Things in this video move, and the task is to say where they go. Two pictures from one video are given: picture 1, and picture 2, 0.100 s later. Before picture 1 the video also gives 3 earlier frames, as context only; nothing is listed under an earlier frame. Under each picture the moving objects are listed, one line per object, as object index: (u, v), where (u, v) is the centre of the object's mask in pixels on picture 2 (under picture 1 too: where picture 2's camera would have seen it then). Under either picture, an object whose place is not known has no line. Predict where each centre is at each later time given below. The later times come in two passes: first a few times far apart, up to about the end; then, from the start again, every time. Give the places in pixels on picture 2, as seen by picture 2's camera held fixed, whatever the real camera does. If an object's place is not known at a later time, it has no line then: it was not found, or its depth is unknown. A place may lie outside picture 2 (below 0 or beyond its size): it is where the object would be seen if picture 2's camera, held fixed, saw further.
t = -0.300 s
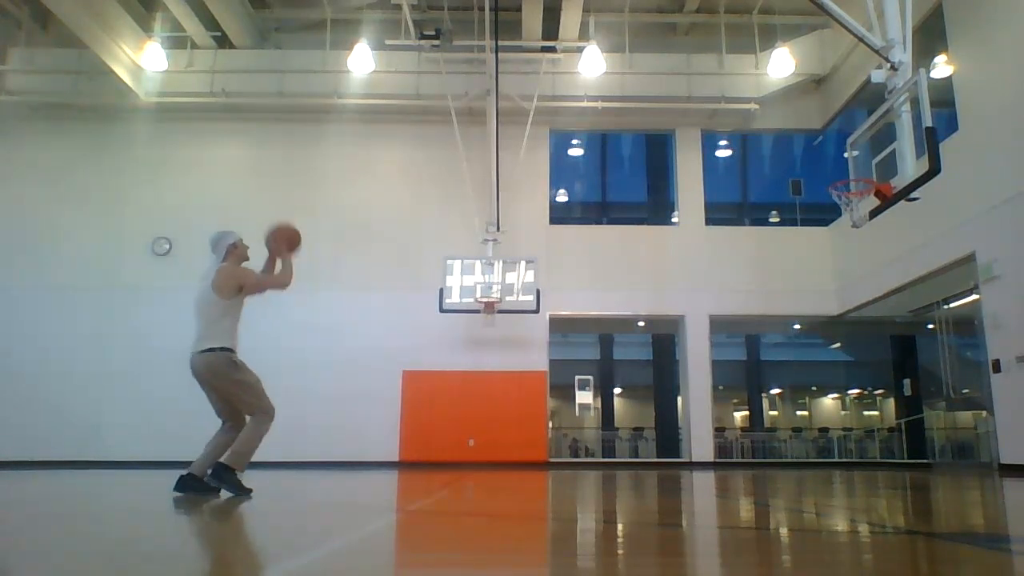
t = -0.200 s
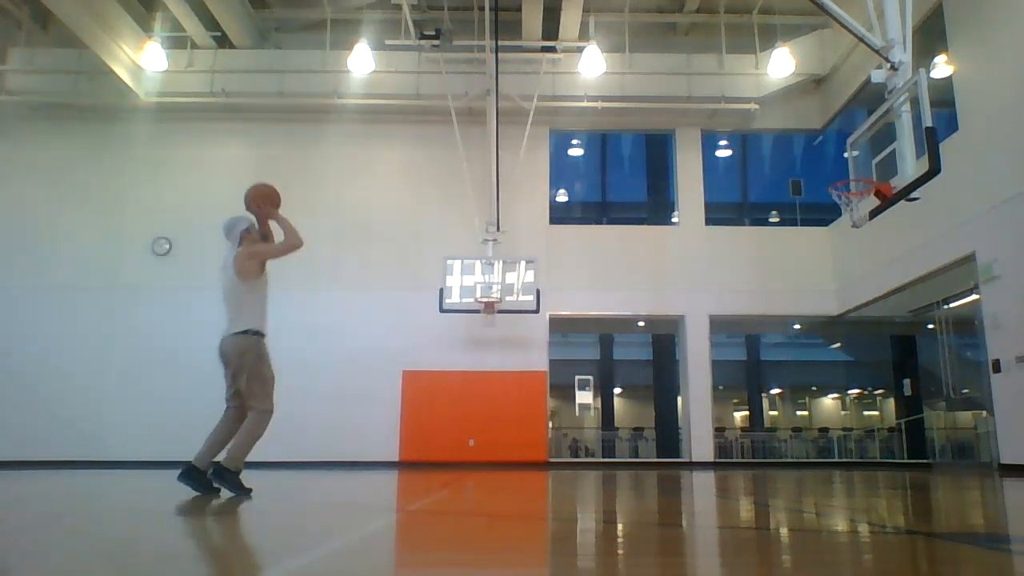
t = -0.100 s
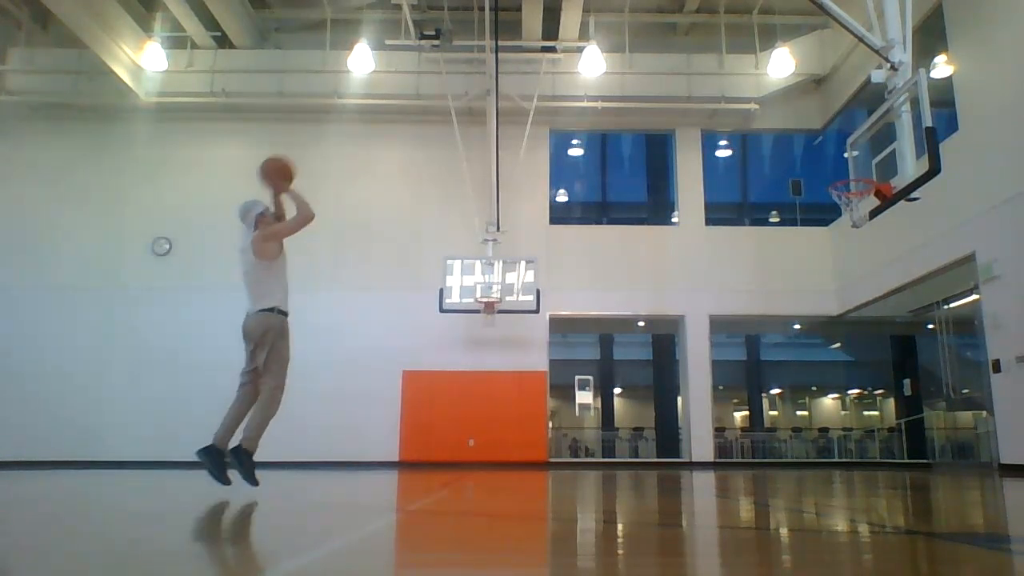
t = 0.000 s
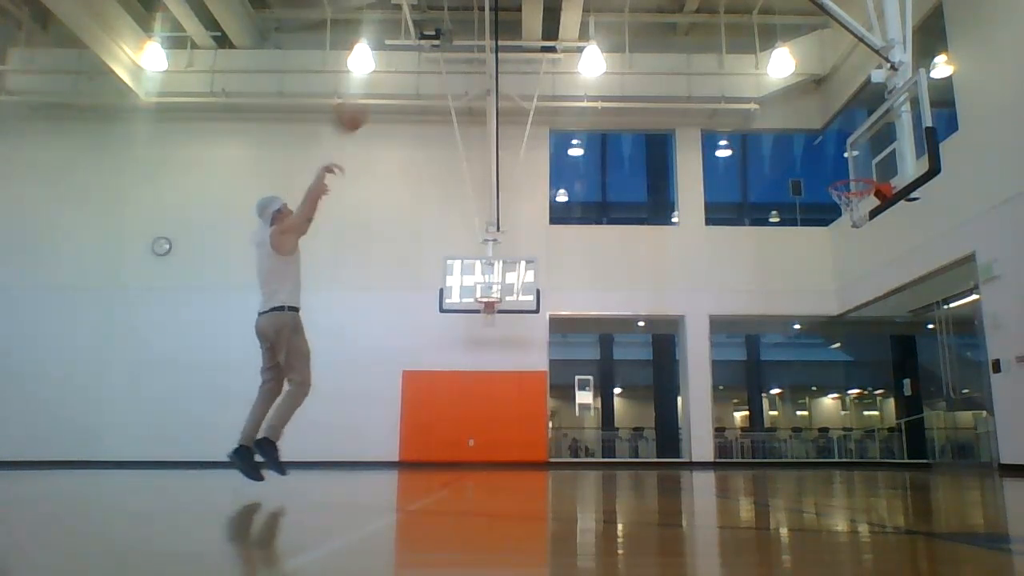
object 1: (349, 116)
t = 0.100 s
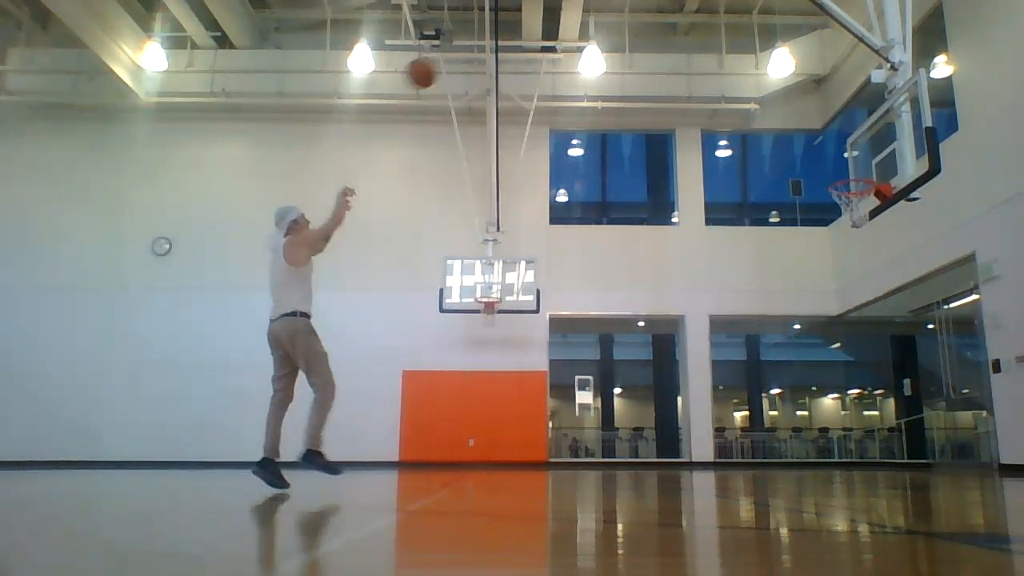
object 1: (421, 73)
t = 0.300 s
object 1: (546, 28)
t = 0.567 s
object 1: (681, 37)
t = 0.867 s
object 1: (813, 118)
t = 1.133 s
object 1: (888, 136)
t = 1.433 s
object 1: (851, 116)
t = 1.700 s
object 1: (819, 168)
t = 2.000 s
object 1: (783, 333)
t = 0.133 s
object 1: (444, 62)
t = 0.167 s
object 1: (464, 53)
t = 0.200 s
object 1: (486, 44)
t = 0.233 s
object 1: (506, 37)
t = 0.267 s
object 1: (525, 32)
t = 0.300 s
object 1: (546, 28)
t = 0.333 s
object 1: (562, 26)
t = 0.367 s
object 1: (581, 25)
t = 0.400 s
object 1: (600, 25)
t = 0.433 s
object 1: (617, 25)
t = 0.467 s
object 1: (634, 26)
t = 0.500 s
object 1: (650, 29)
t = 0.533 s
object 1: (665, 34)
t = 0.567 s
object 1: (681, 37)
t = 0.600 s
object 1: (697, 42)
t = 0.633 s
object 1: (711, 49)
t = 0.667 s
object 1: (726, 56)
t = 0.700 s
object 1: (742, 64)
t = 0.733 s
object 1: (756, 73)
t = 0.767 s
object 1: (771, 84)
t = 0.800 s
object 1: (786, 94)
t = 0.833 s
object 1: (799, 105)
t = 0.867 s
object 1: (813, 118)
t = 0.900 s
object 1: (826, 130)
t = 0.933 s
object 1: (840, 144)
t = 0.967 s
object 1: (853, 159)
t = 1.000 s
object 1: (863, 166)
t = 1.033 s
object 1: (872, 157)
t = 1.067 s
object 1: (881, 150)
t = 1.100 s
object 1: (888, 143)
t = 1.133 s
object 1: (888, 136)
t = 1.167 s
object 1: (885, 131)
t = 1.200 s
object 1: (881, 126)
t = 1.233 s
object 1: (876, 122)
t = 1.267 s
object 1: (871, 118)
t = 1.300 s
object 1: (867, 115)
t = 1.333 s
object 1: (863, 114)
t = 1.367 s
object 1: (858, 114)
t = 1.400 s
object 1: (855, 114)
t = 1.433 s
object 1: (851, 116)
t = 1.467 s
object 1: (847, 118)
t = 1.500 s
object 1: (843, 122)
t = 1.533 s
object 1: (839, 127)
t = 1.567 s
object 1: (835, 132)
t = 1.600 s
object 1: (831, 140)
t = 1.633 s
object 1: (827, 148)
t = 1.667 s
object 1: (823, 158)
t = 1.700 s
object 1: (819, 168)
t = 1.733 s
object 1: (816, 180)
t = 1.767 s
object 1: (812, 194)
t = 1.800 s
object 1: (809, 209)
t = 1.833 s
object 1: (804, 225)
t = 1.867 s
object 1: (800, 243)
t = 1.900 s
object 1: (796, 263)
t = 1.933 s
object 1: (792, 284)
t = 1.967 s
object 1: (788, 307)
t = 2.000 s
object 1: (783, 333)
